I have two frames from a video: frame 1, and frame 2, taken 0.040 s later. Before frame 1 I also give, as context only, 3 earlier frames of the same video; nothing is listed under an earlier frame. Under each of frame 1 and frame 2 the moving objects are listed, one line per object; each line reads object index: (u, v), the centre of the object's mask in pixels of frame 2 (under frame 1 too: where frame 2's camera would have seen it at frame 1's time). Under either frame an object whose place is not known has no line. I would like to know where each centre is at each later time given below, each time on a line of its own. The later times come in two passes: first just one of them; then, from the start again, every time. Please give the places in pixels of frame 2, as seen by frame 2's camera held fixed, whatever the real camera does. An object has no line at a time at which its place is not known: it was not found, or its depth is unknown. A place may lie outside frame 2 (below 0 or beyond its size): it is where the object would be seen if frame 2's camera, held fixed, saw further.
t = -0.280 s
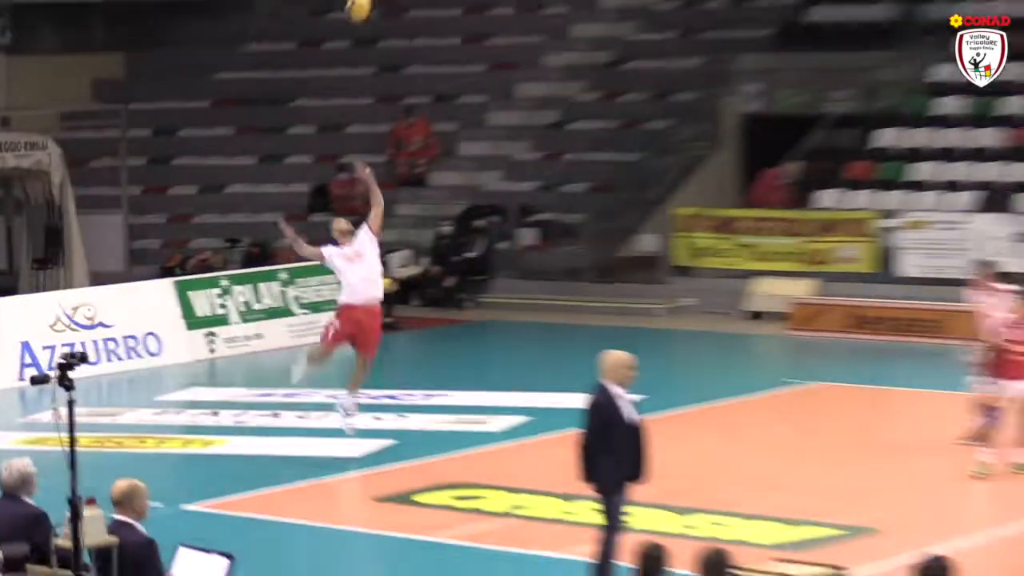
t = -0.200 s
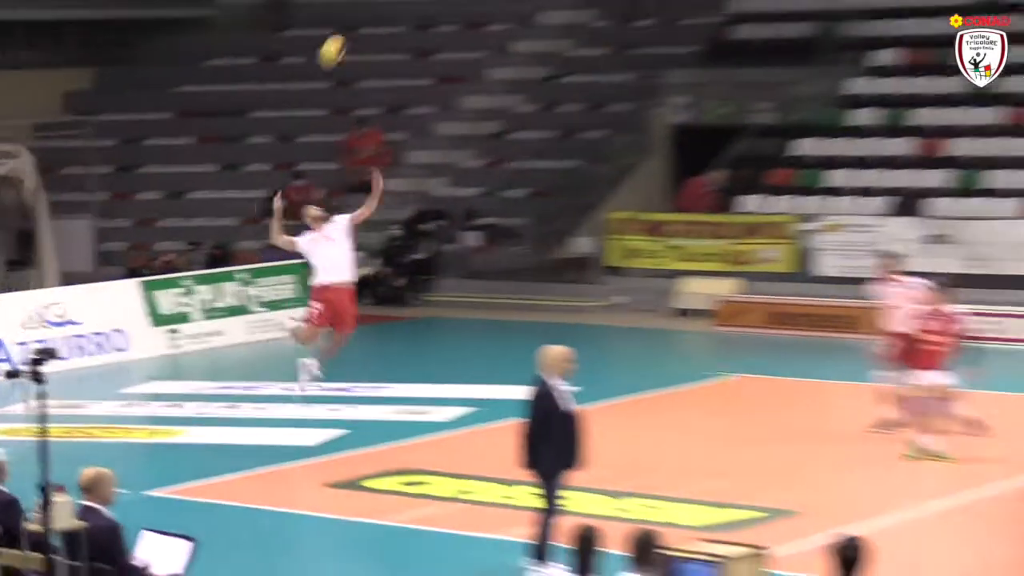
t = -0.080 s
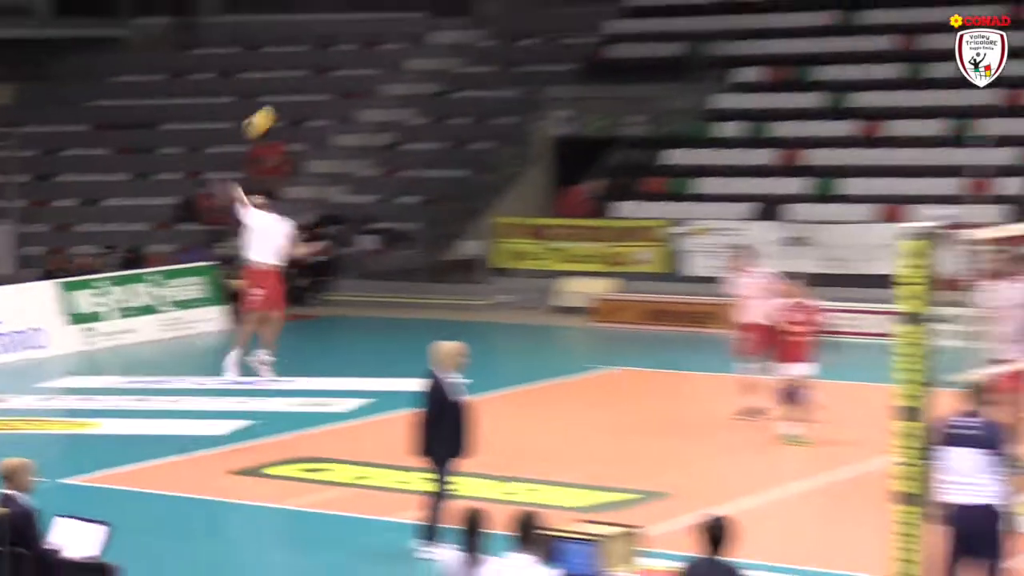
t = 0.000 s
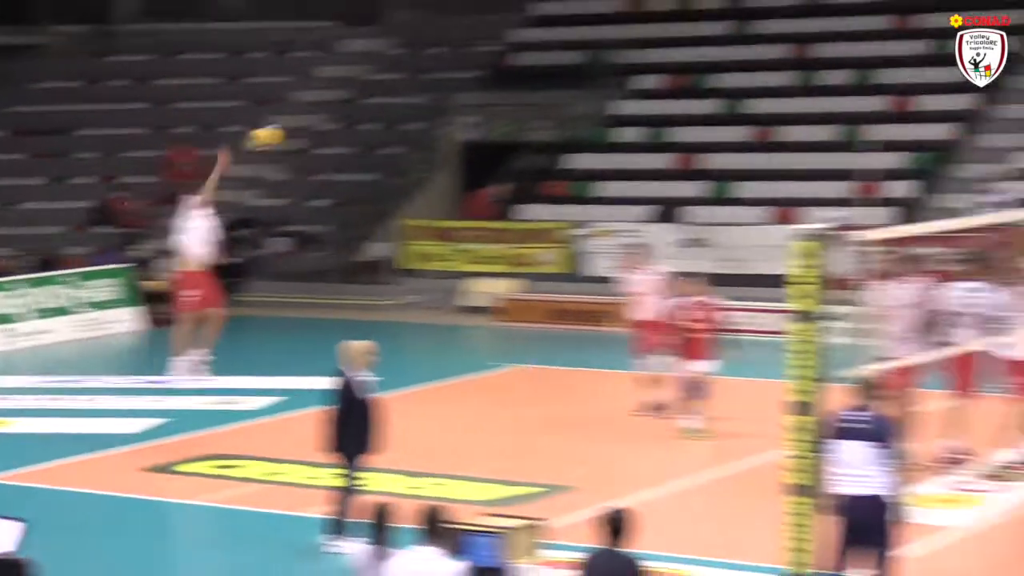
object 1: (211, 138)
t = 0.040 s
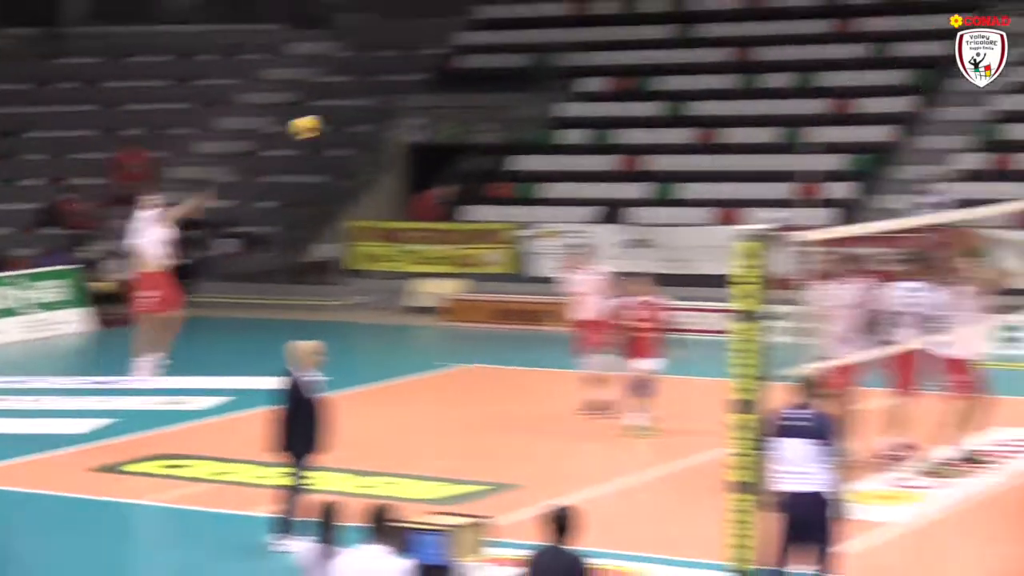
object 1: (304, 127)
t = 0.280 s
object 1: (902, 106)
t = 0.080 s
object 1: (399, 118)
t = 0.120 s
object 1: (496, 111)
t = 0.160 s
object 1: (592, 106)
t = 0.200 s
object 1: (691, 104)
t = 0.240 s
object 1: (795, 103)
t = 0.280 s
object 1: (902, 106)
